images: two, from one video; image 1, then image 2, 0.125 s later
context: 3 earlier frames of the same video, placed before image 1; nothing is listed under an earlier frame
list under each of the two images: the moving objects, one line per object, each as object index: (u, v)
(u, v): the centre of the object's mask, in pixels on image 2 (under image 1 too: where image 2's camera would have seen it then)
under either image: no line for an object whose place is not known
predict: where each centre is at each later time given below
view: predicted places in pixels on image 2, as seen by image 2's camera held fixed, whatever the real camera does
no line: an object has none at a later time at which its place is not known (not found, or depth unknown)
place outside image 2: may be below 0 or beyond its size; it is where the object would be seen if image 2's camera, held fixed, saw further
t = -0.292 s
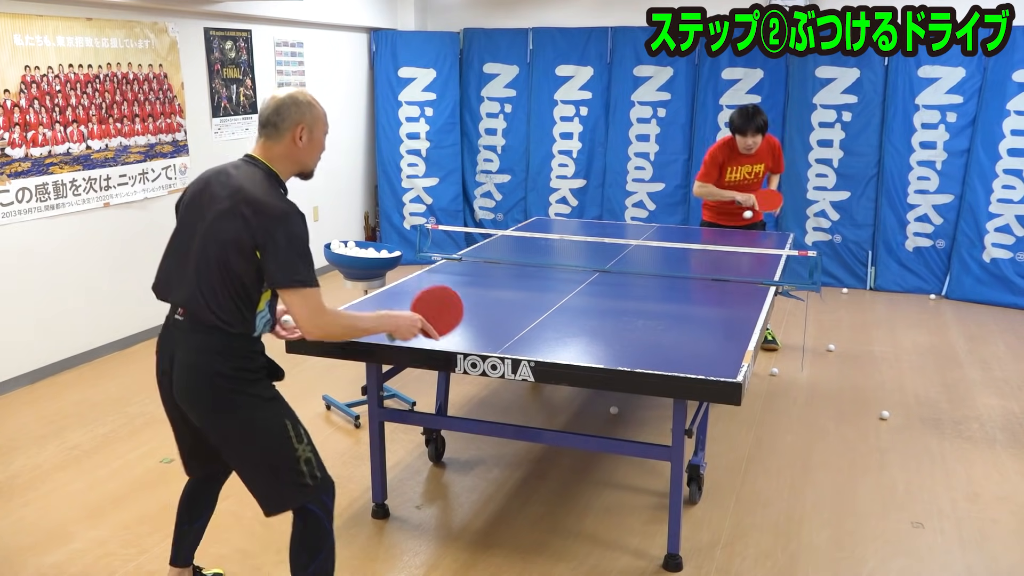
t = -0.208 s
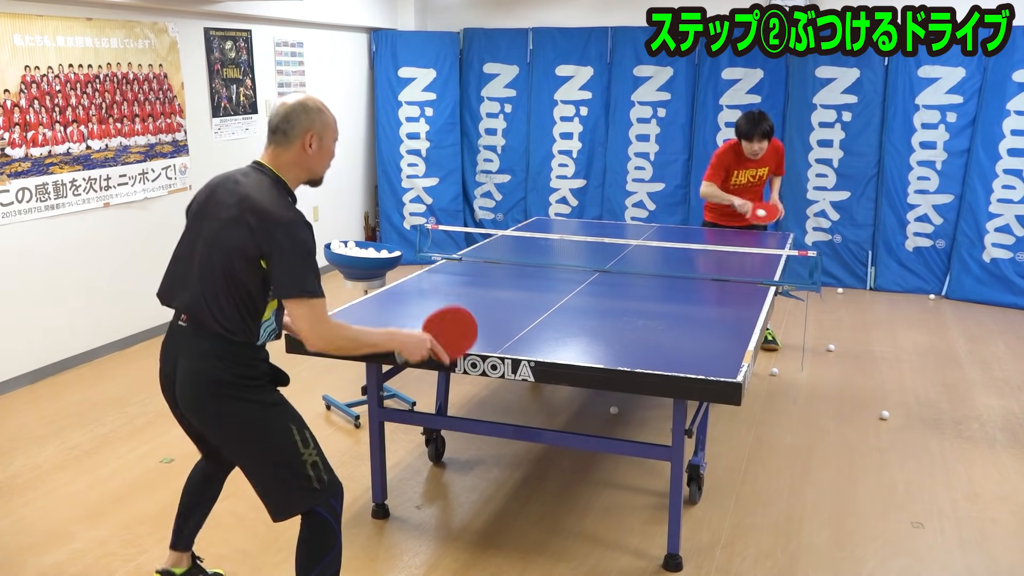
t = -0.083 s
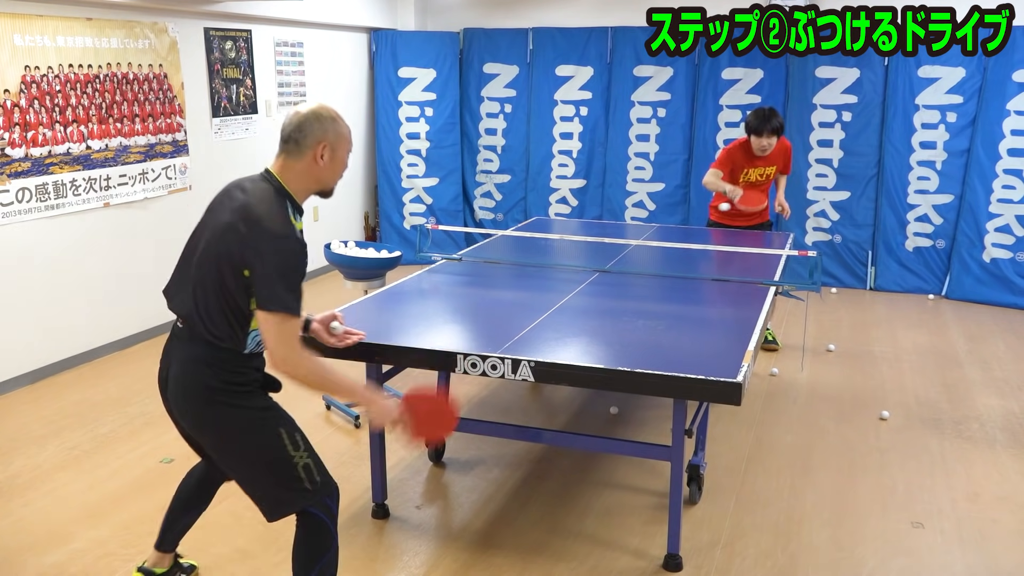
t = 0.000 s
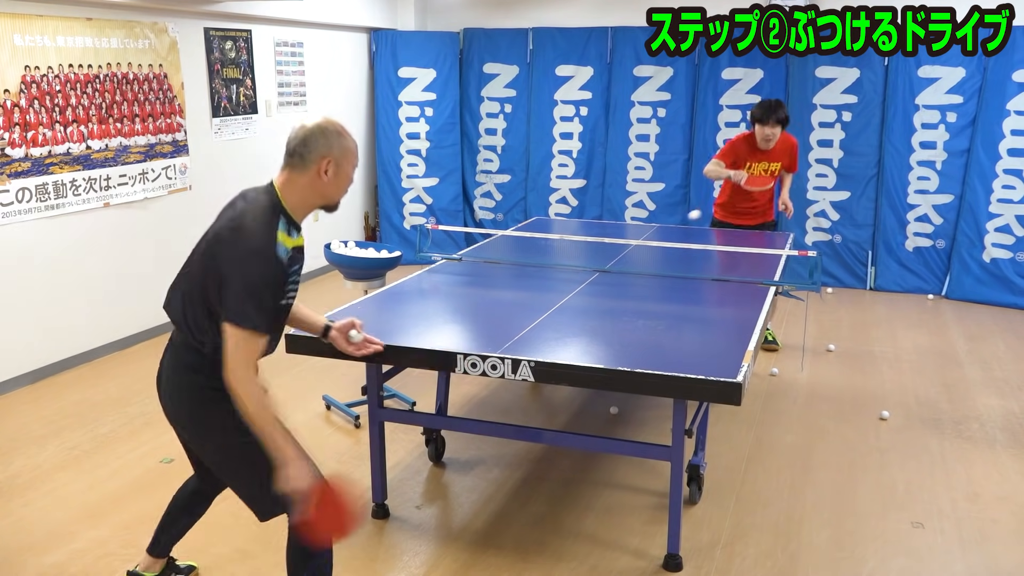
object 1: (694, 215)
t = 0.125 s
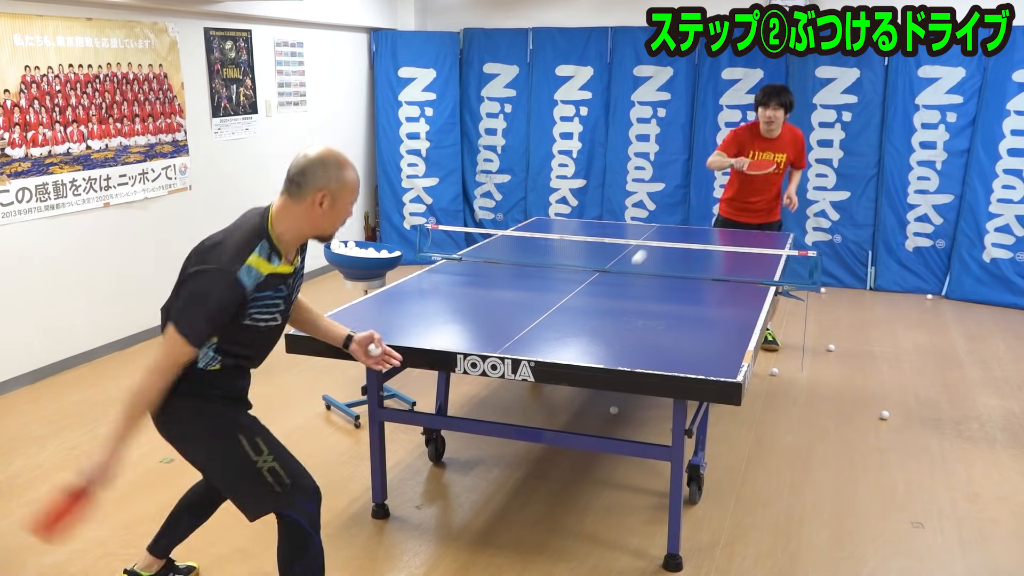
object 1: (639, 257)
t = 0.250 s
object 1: (585, 318)
